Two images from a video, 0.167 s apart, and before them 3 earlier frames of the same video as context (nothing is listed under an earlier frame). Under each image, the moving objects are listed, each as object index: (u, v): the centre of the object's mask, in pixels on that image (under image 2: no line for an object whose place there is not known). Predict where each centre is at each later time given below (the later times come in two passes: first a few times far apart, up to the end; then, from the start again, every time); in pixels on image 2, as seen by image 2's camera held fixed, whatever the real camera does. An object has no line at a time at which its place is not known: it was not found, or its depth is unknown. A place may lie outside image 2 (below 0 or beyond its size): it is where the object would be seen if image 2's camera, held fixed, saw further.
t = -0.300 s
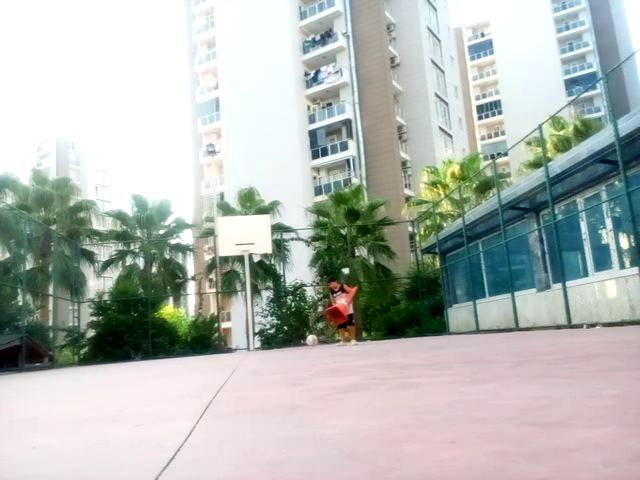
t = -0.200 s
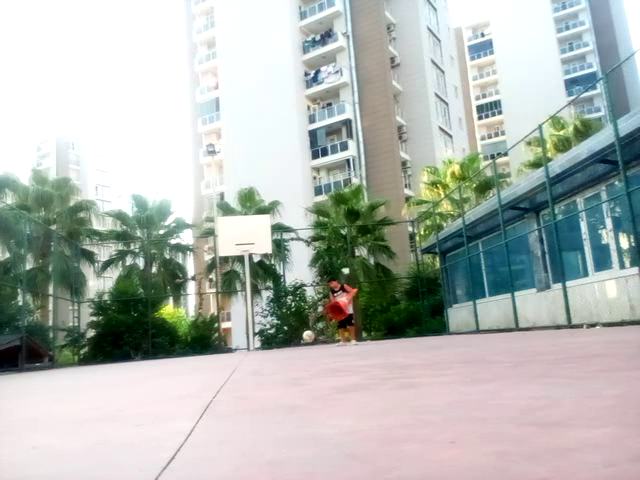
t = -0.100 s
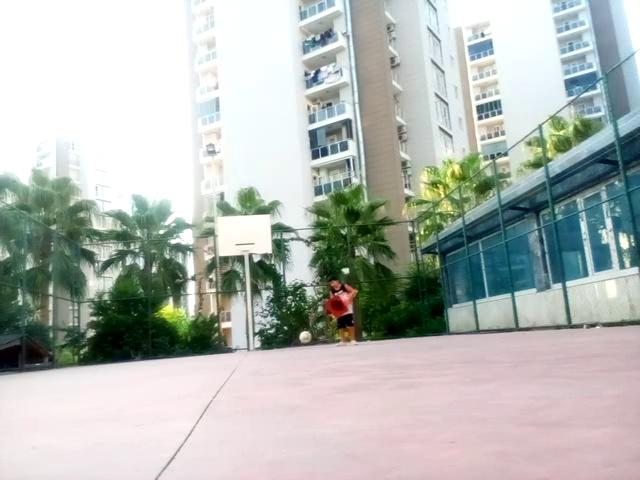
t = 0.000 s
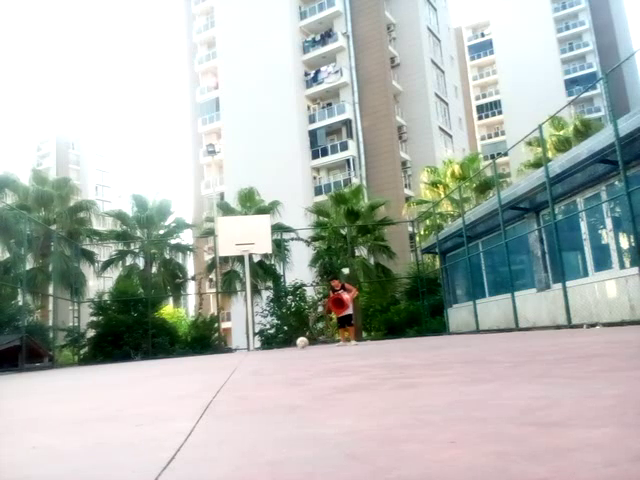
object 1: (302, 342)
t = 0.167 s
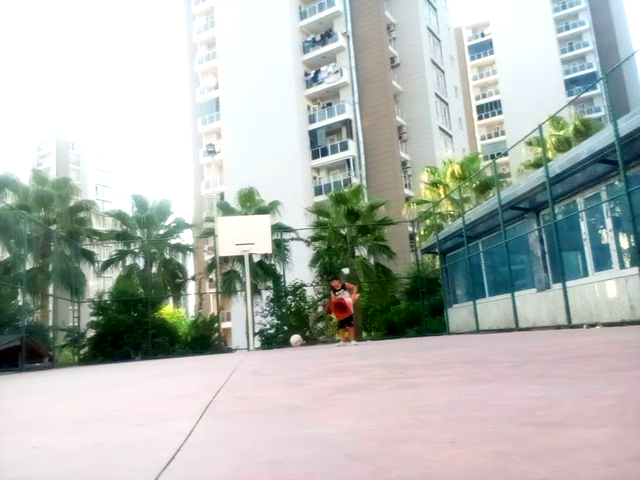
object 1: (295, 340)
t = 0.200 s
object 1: (294, 341)
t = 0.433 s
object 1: (286, 343)
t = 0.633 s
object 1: (278, 344)
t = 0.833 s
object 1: (272, 346)
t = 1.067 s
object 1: (263, 347)
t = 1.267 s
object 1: (256, 347)
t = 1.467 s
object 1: (249, 348)
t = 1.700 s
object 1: (241, 349)
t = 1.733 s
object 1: (239, 349)
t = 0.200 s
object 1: (294, 341)
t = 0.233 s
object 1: (293, 341)
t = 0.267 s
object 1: (292, 343)
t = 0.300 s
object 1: (291, 345)
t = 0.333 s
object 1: (289, 343)
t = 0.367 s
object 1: (288, 343)
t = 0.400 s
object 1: (287, 342)
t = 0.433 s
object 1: (286, 343)
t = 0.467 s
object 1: (284, 344)
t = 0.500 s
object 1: (283, 345)
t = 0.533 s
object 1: (282, 345)
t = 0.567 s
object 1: (281, 344)
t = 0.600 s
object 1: (280, 344)
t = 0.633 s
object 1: (278, 344)
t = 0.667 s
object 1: (278, 345)
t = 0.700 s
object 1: (276, 345)
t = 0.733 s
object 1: (275, 345)
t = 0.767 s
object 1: (274, 345)
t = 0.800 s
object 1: (273, 346)
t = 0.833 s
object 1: (272, 346)
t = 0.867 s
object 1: (271, 346)
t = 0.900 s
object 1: (270, 346)
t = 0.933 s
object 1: (269, 346)
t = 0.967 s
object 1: (267, 346)
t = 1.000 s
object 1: (266, 347)
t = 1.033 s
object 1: (265, 347)
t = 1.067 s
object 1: (263, 347)
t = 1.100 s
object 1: (262, 347)
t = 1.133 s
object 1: (261, 347)
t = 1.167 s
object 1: (260, 347)
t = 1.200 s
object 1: (259, 347)
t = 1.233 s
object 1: (257, 347)
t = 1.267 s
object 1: (256, 347)
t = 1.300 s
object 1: (255, 347)
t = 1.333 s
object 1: (254, 347)
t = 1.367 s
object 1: (253, 347)
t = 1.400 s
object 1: (252, 348)
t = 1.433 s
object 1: (250, 348)
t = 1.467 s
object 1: (249, 348)
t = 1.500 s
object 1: (248, 348)
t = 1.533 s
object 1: (246, 348)
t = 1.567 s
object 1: (245, 348)
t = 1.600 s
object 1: (244, 348)
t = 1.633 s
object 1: (243, 348)
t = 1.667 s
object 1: (242, 349)
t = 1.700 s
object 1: (241, 349)
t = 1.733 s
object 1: (239, 349)
